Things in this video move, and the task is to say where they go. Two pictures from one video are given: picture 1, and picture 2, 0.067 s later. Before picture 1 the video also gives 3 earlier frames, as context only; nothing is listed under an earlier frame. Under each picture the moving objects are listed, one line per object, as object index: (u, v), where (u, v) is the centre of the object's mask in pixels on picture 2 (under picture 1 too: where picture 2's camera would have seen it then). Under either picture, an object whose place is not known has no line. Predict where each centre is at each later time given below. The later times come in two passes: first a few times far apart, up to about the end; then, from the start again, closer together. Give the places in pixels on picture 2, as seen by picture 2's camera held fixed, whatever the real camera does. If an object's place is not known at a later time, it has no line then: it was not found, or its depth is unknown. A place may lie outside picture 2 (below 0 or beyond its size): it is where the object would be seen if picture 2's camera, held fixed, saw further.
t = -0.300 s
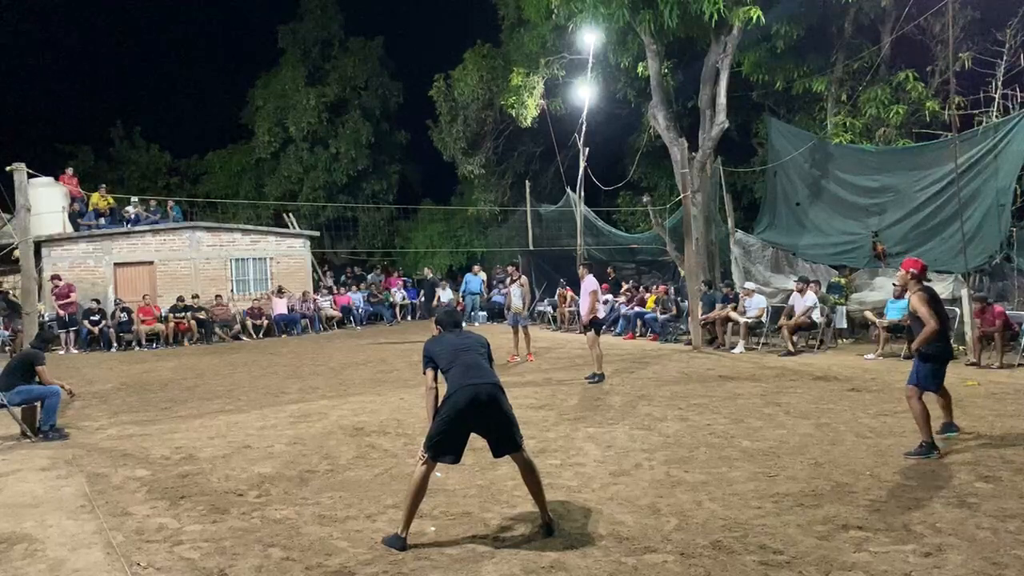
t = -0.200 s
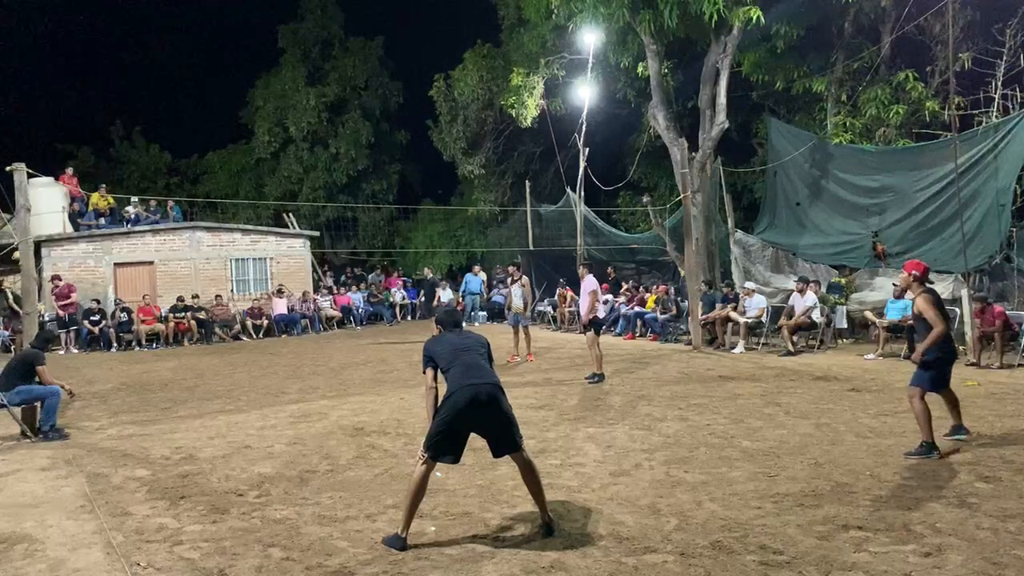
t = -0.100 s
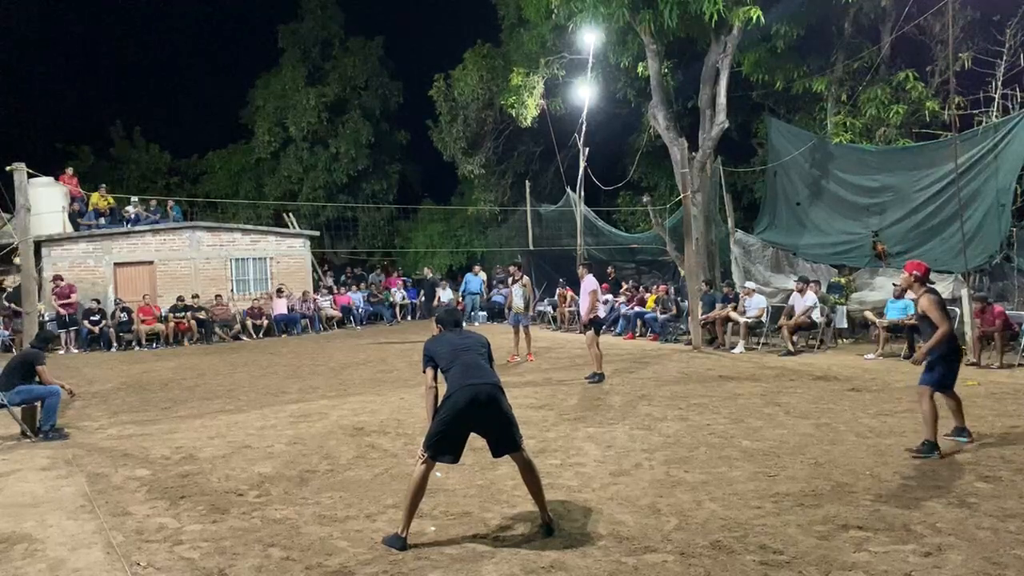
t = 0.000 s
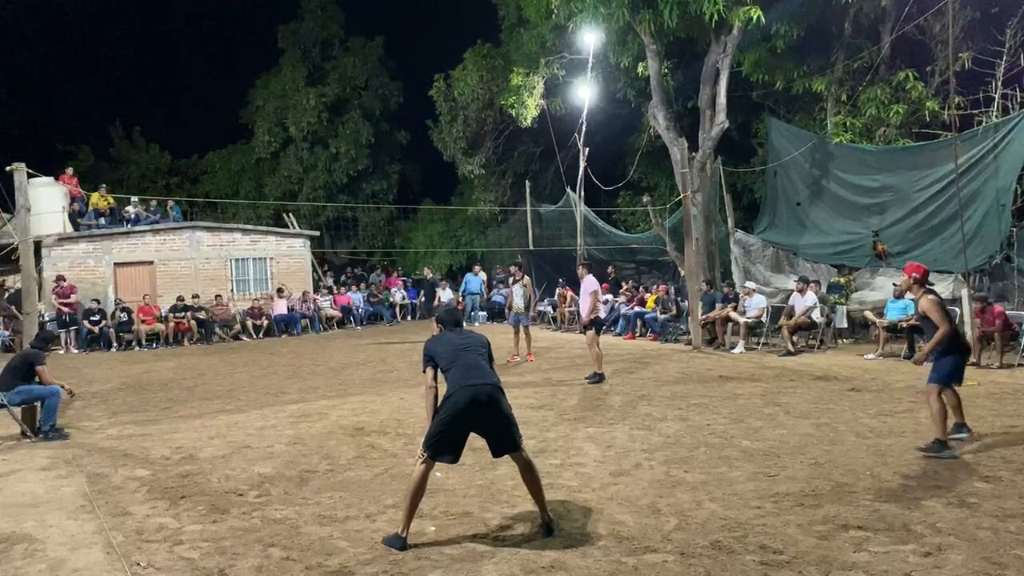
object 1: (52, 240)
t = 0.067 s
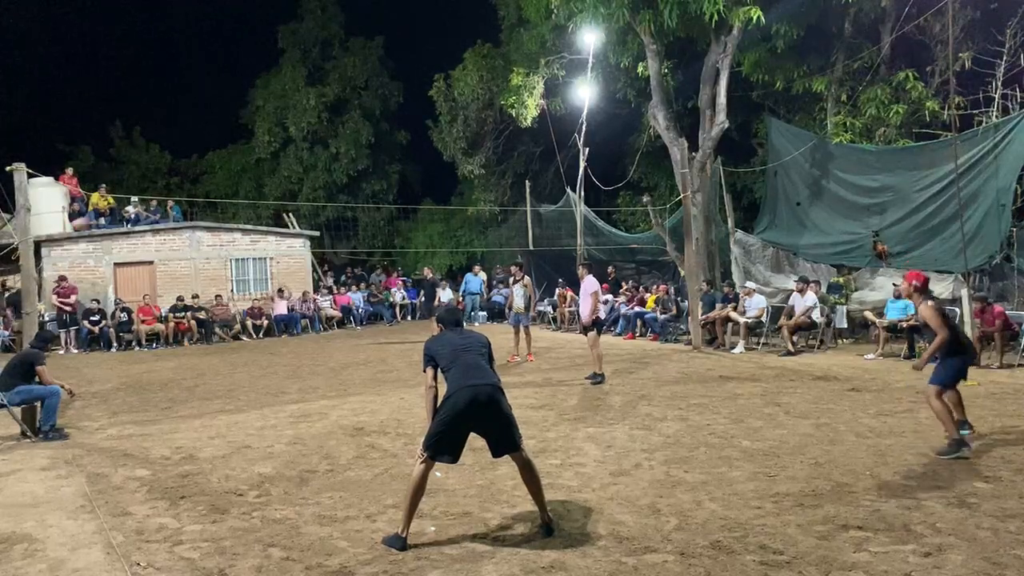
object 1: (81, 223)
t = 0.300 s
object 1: (190, 171)
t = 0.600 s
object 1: (374, 146)
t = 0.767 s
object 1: (497, 158)
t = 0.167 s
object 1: (122, 198)
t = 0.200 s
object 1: (140, 190)
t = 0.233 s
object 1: (156, 184)
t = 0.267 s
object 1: (173, 177)
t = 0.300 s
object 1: (190, 171)
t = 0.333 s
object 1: (209, 166)
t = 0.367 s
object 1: (227, 161)
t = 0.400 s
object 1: (246, 157)
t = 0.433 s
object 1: (266, 153)
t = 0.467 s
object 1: (286, 150)
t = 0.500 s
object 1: (308, 147)
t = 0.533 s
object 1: (329, 146)
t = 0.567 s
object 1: (351, 145)
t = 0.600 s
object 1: (374, 146)
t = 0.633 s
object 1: (397, 146)
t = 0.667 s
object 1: (421, 148)
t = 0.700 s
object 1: (446, 150)
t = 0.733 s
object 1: (472, 152)
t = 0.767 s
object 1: (497, 158)
